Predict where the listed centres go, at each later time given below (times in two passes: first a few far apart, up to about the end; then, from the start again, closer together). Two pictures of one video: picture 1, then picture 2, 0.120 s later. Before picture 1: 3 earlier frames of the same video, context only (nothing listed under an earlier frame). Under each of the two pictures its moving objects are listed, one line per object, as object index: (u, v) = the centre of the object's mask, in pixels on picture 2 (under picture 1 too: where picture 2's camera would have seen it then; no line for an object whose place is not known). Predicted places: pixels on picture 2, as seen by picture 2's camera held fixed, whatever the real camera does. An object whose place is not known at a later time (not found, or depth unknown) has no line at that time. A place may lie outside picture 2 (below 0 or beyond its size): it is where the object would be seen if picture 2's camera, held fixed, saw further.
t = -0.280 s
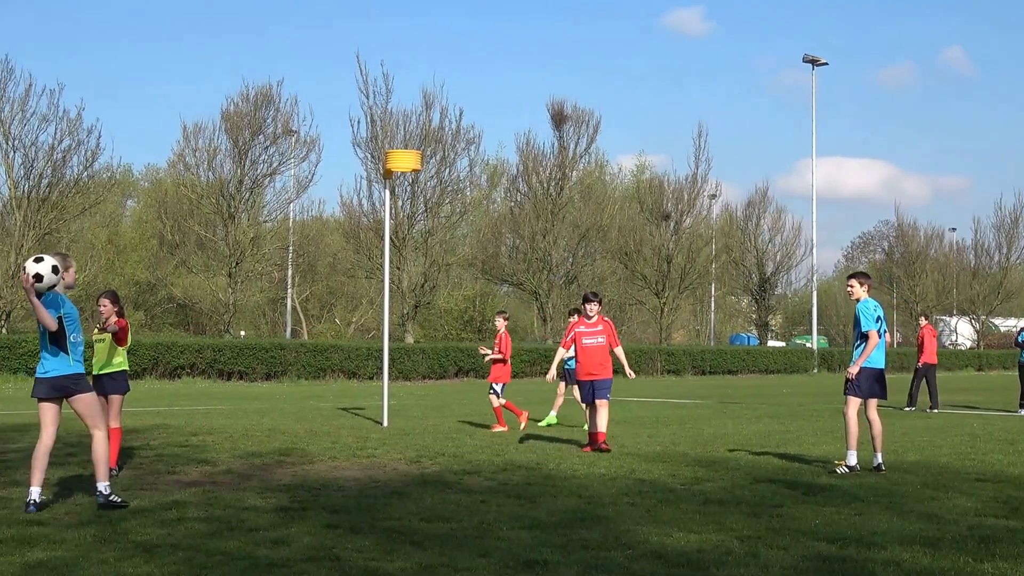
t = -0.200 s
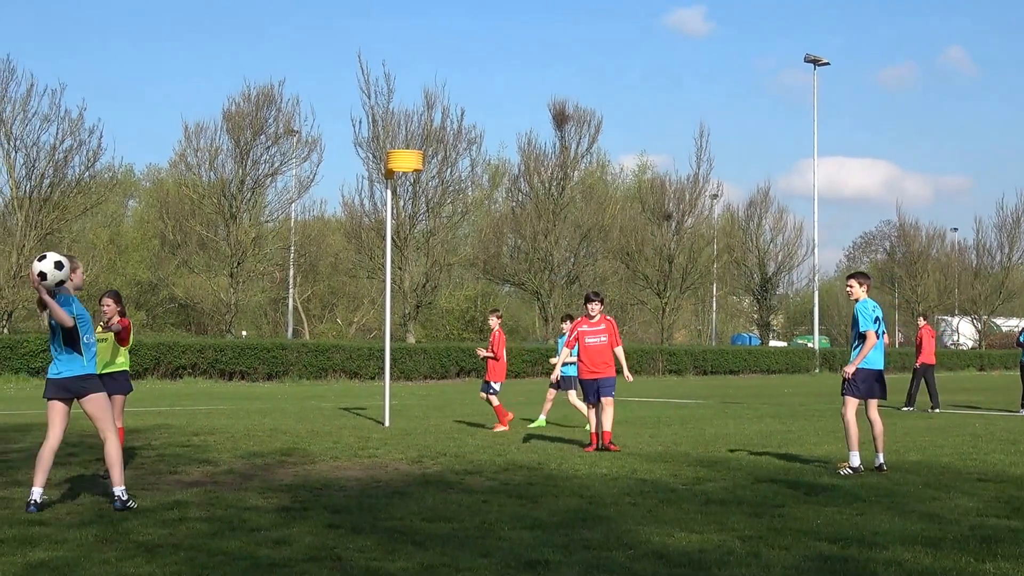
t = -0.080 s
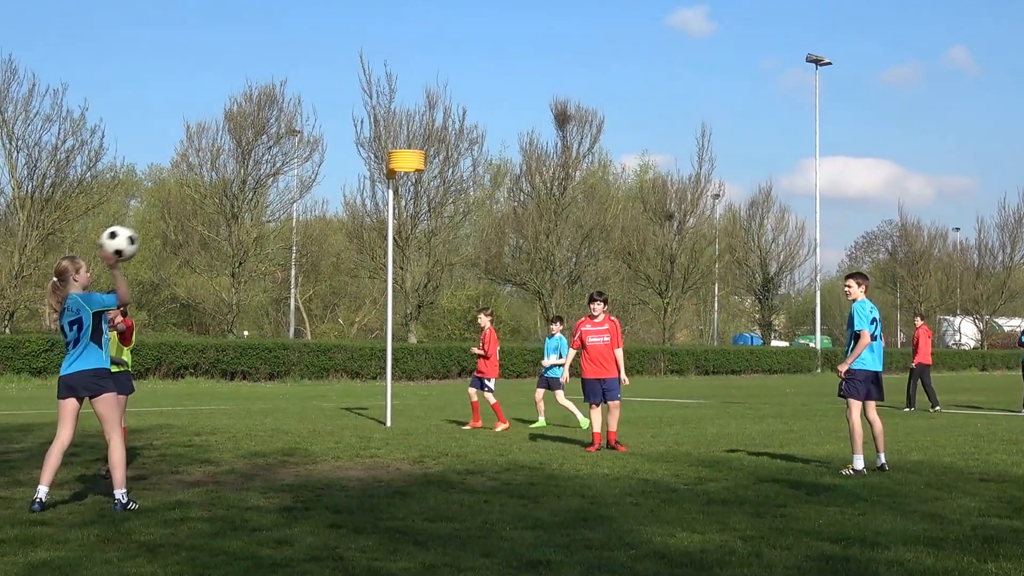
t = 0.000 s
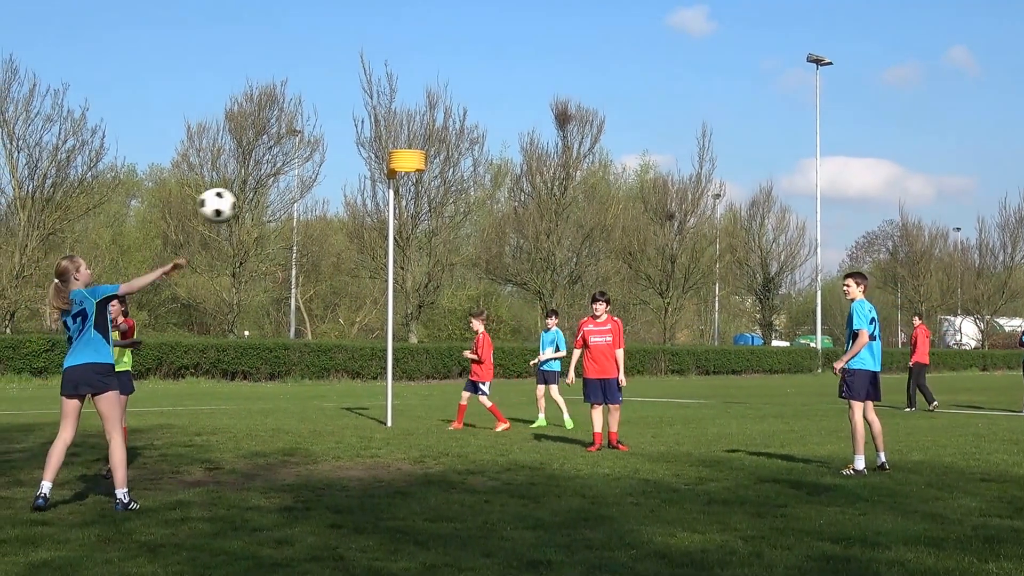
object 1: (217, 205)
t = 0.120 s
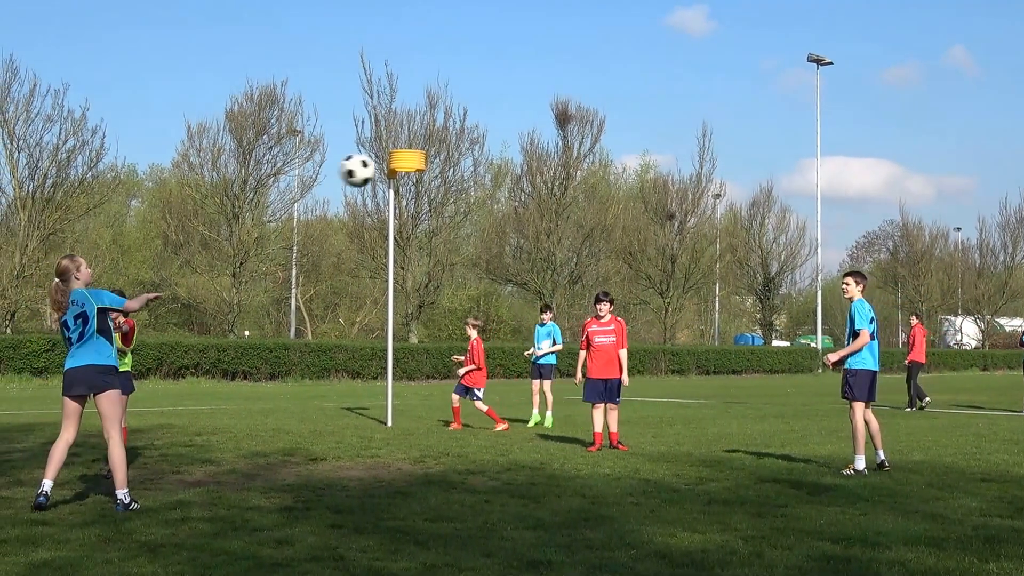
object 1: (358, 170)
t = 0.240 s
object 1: (482, 158)
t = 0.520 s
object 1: (725, 209)
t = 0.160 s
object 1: (399, 163)
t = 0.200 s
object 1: (442, 159)
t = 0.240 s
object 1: (482, 158)
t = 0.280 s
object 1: (521, 159)
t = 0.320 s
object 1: (558, 162)
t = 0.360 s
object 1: (593, 167)
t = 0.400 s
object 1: (627, 175)
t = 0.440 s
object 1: (661, 184)
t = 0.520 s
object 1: (725, 209)
